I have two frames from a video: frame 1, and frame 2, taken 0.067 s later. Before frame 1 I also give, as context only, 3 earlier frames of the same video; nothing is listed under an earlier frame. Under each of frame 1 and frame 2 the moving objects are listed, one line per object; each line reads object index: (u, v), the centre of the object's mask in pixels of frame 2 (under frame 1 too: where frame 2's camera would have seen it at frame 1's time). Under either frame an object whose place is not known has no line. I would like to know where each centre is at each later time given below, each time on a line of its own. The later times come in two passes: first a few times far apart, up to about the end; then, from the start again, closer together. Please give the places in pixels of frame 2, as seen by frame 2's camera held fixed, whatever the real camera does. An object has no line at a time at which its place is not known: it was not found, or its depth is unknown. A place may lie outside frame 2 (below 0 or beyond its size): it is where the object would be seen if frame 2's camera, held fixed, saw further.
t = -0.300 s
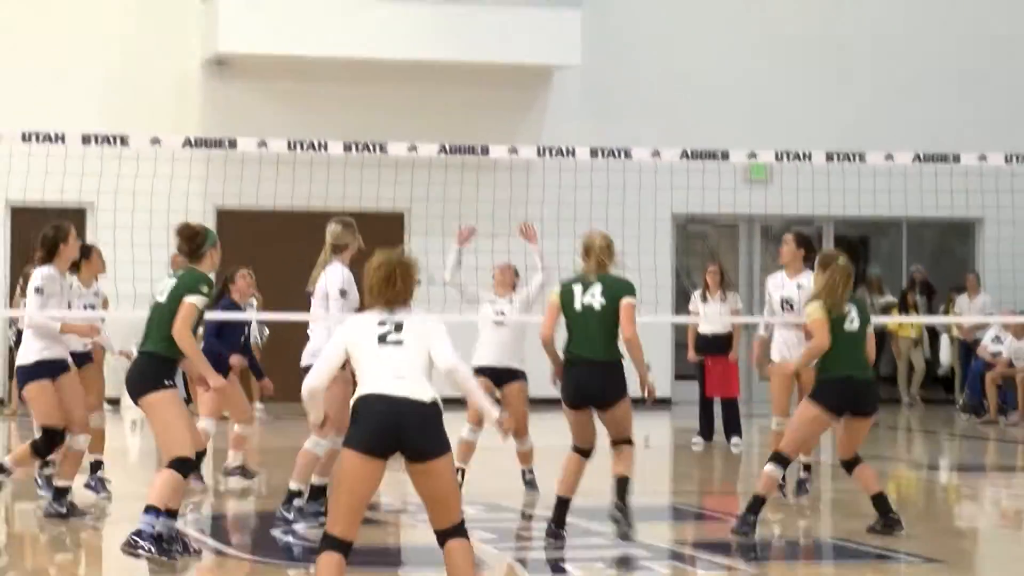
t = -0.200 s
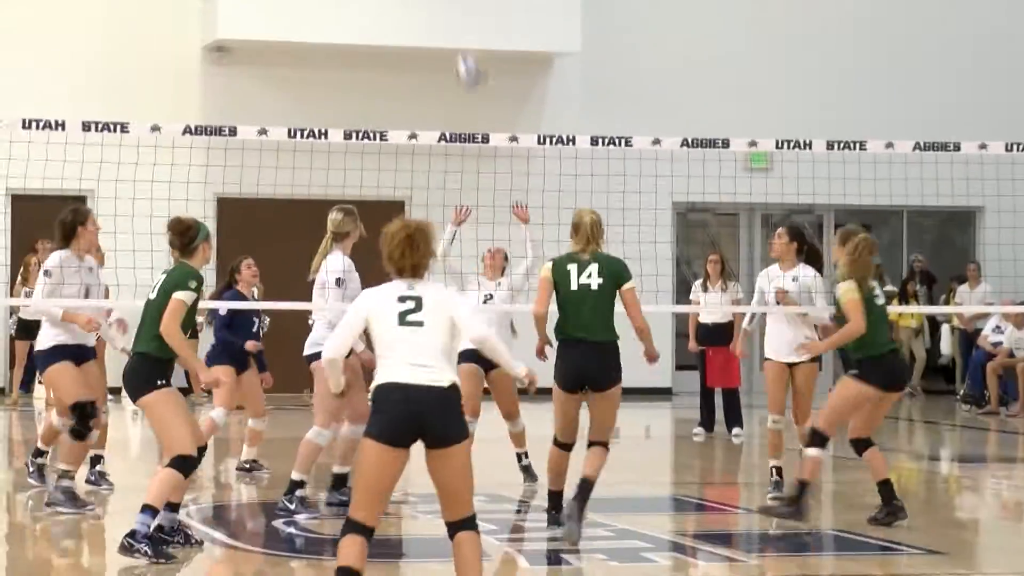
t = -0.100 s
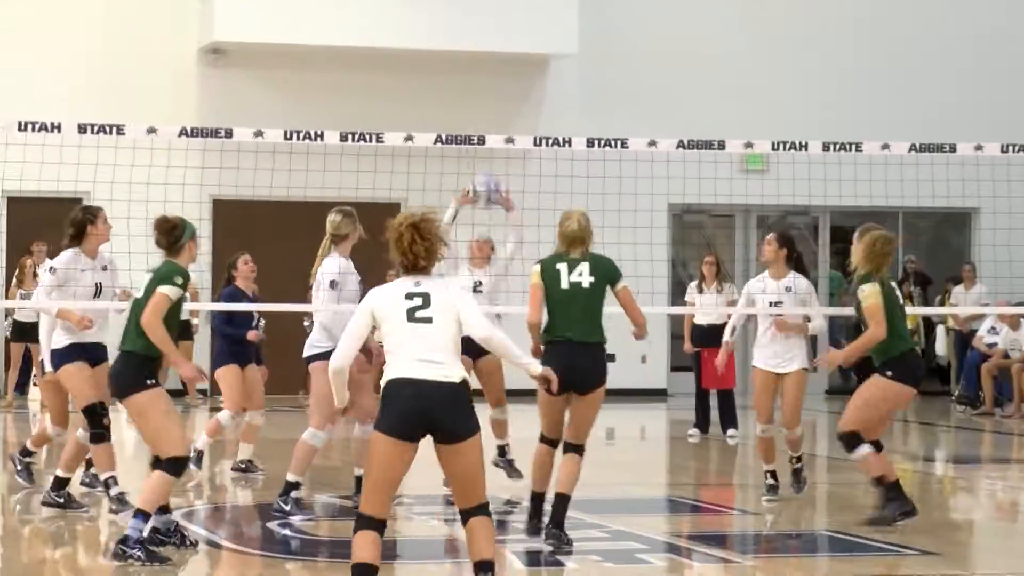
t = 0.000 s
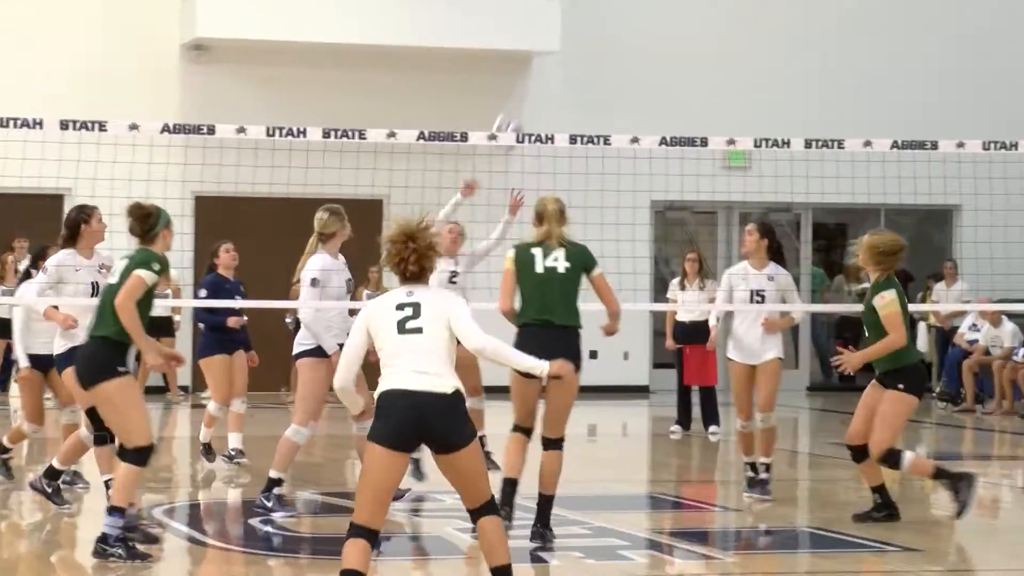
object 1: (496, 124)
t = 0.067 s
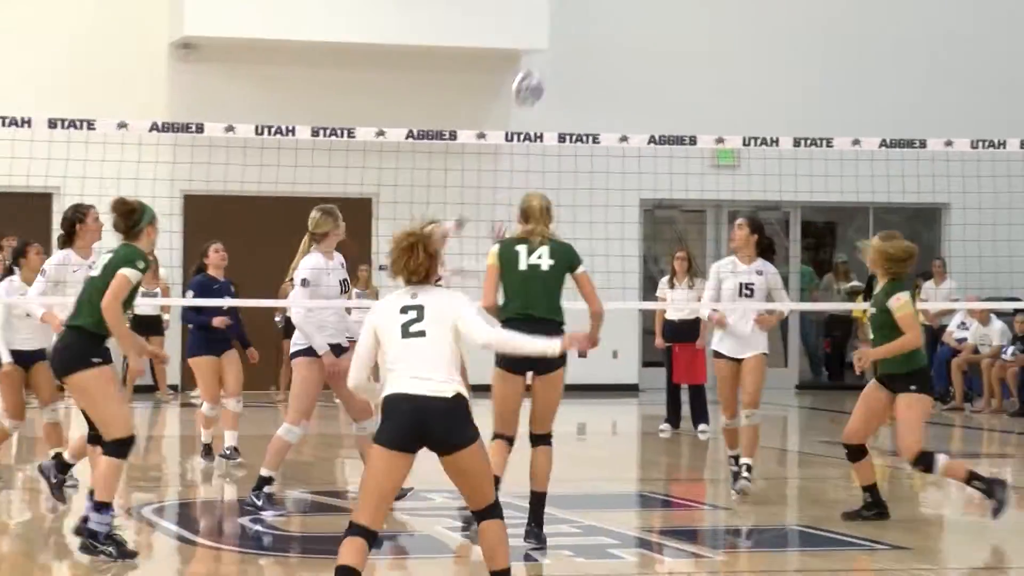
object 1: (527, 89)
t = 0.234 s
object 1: (609, 5)
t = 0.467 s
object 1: (729, -42)
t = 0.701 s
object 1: (857, -9)
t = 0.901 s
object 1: (978, 112)
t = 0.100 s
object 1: (543, 69)
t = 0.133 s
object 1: (559, 52)
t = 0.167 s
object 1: (575, 33)
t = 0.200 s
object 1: (591, 19)
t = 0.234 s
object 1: (609, 5)
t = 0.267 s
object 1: (625, -4)
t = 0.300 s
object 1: (642, -12)
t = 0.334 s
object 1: (660, -20)
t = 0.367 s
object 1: (677, -27)
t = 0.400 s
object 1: (694, -33)
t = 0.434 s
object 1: (712, -38)
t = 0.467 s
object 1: (729, -42)
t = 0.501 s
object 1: (747, -44)
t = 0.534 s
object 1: (765, -43)
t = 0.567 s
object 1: (783, -42)
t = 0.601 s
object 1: (801, -39)
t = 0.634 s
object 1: (819, -32)
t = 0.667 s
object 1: (837, -22)
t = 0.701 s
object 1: (857, -9)
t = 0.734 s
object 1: (877, 4)
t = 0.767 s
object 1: (896, 21)
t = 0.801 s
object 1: (916, 40)
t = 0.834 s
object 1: (937, 62)
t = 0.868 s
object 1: (957, 88)
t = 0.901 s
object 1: (978, 112)
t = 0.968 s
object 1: (1019, 174)
